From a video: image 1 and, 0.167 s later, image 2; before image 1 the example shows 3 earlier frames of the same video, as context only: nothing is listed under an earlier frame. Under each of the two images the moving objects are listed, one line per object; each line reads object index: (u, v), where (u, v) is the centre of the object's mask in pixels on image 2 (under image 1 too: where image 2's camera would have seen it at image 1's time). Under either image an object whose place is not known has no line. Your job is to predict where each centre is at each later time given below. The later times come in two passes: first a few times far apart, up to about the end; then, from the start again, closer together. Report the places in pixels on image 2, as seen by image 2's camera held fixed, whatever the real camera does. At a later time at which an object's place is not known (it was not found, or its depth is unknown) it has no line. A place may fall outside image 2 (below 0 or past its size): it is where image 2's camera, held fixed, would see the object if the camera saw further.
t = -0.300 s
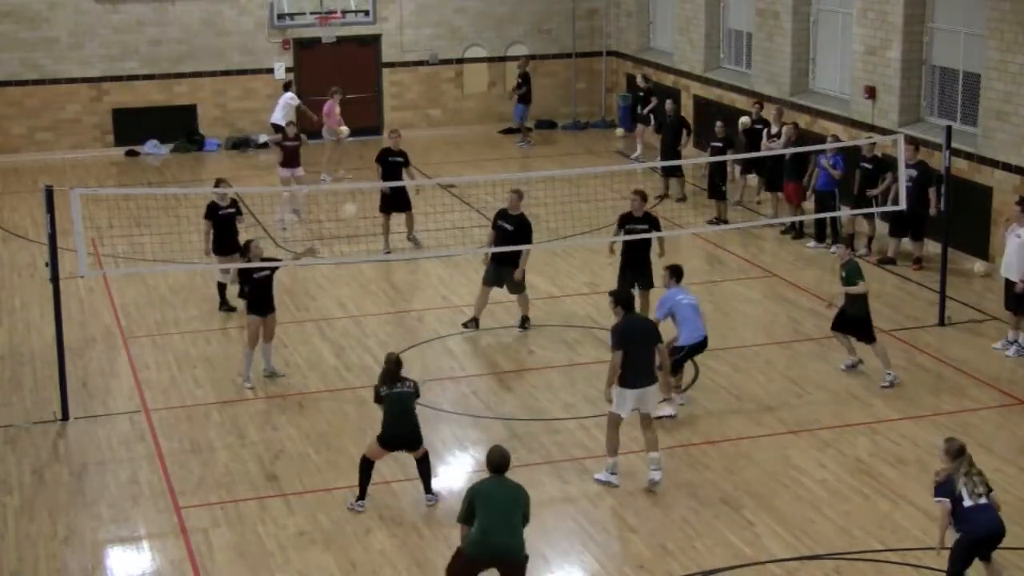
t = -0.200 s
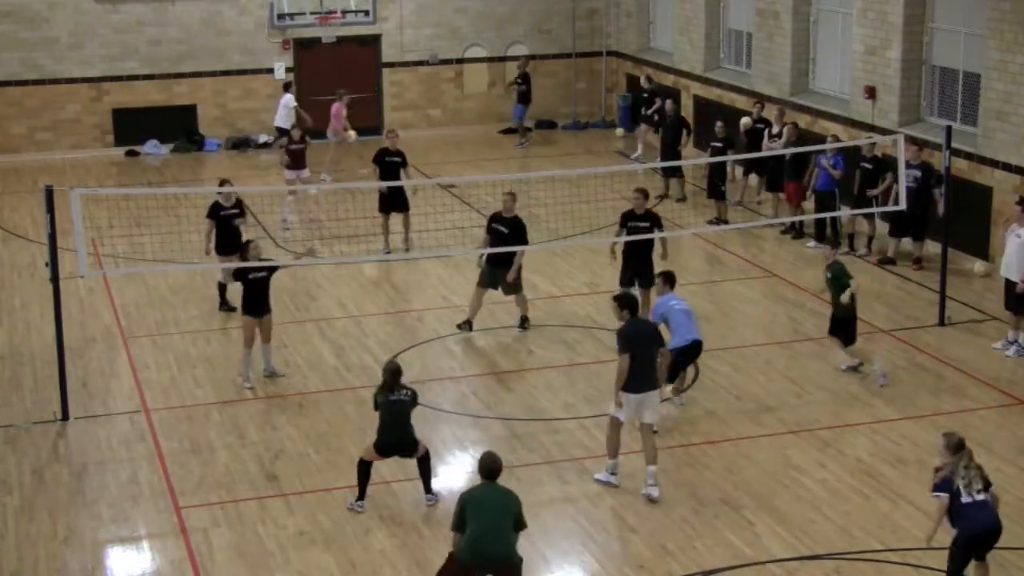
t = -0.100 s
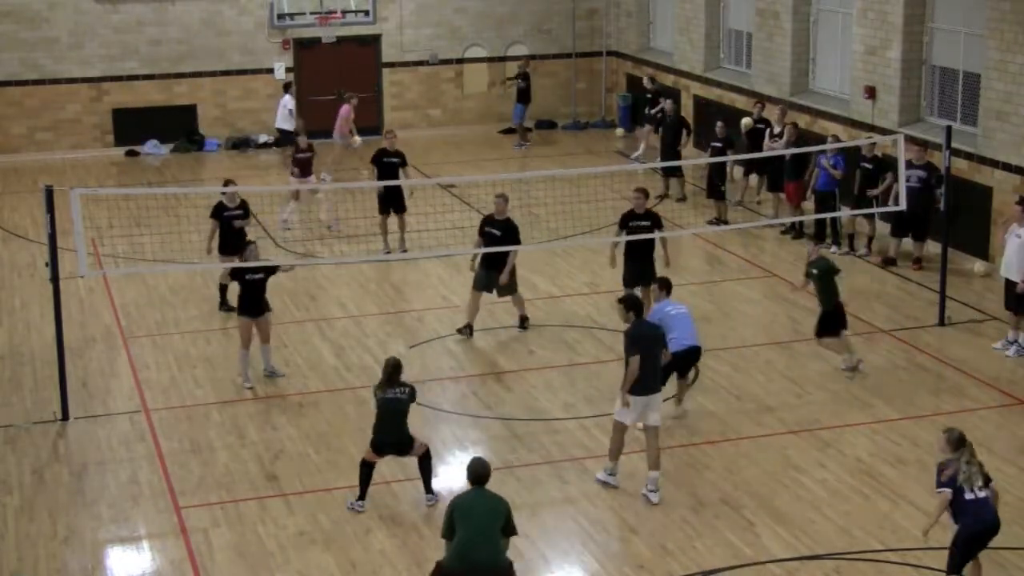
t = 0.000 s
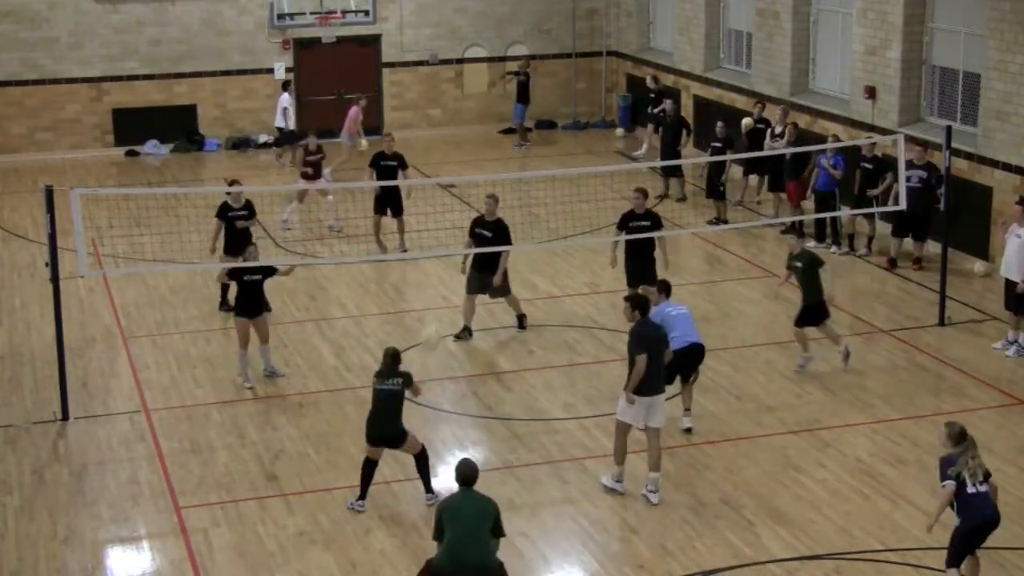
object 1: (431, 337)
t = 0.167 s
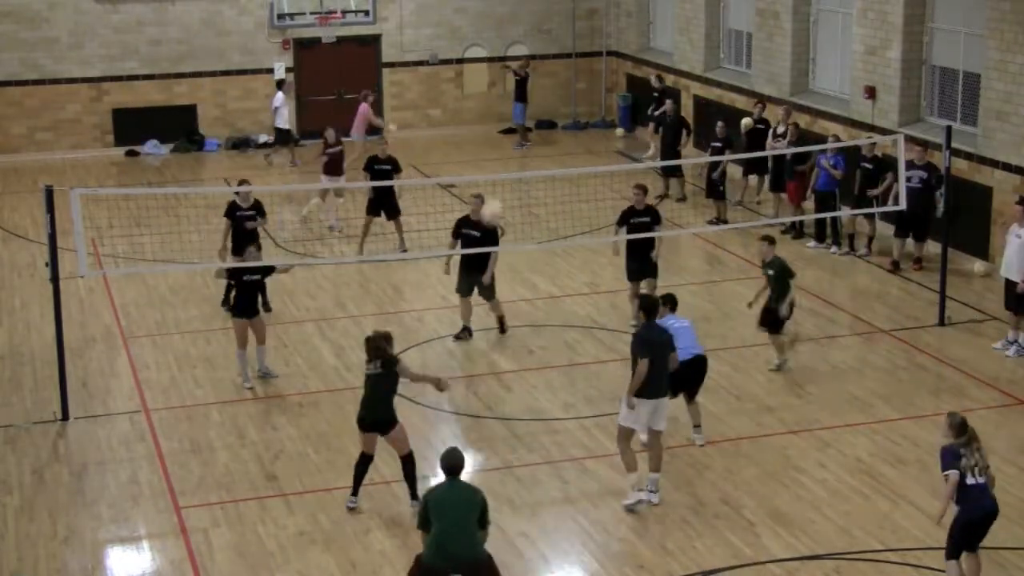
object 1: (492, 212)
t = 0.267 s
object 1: (531, 146)
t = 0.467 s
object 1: (605, 57)
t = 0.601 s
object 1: (653, 17)
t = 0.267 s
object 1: (531, 146)
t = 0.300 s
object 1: (544, 131)
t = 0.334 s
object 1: (555, 114)
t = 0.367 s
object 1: (568, 98)
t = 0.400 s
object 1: (580, 83)
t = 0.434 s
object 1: (593, 69)
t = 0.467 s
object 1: (605, 57)
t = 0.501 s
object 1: (618, 46)
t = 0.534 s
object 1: (631, 35)
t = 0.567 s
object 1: (643, 27)
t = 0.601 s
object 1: (653, 17)
